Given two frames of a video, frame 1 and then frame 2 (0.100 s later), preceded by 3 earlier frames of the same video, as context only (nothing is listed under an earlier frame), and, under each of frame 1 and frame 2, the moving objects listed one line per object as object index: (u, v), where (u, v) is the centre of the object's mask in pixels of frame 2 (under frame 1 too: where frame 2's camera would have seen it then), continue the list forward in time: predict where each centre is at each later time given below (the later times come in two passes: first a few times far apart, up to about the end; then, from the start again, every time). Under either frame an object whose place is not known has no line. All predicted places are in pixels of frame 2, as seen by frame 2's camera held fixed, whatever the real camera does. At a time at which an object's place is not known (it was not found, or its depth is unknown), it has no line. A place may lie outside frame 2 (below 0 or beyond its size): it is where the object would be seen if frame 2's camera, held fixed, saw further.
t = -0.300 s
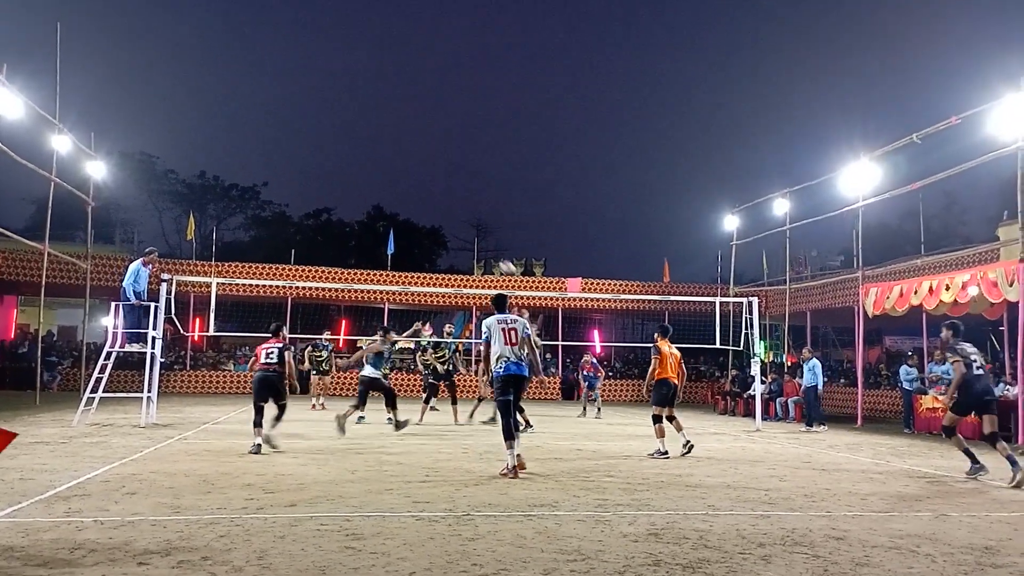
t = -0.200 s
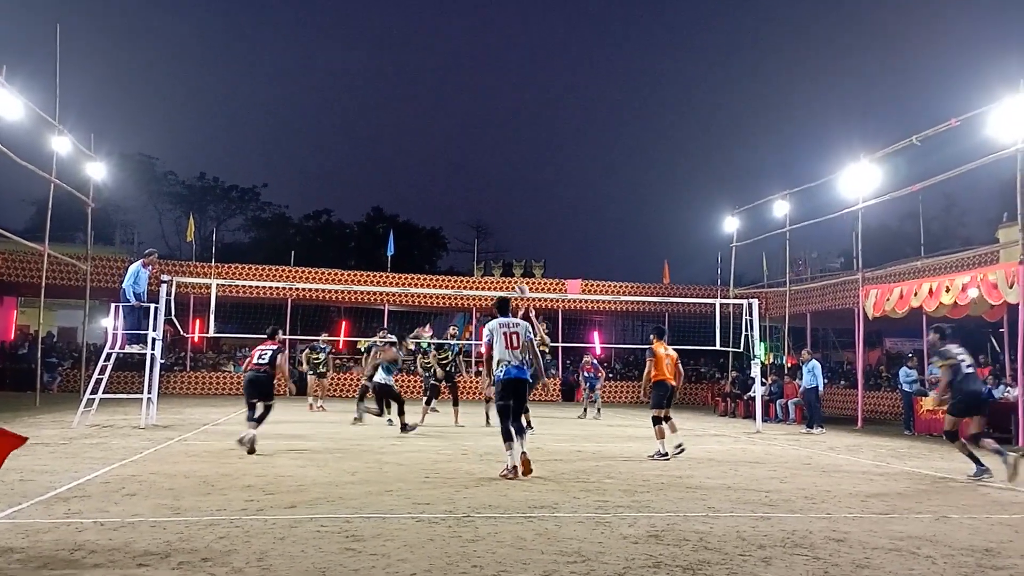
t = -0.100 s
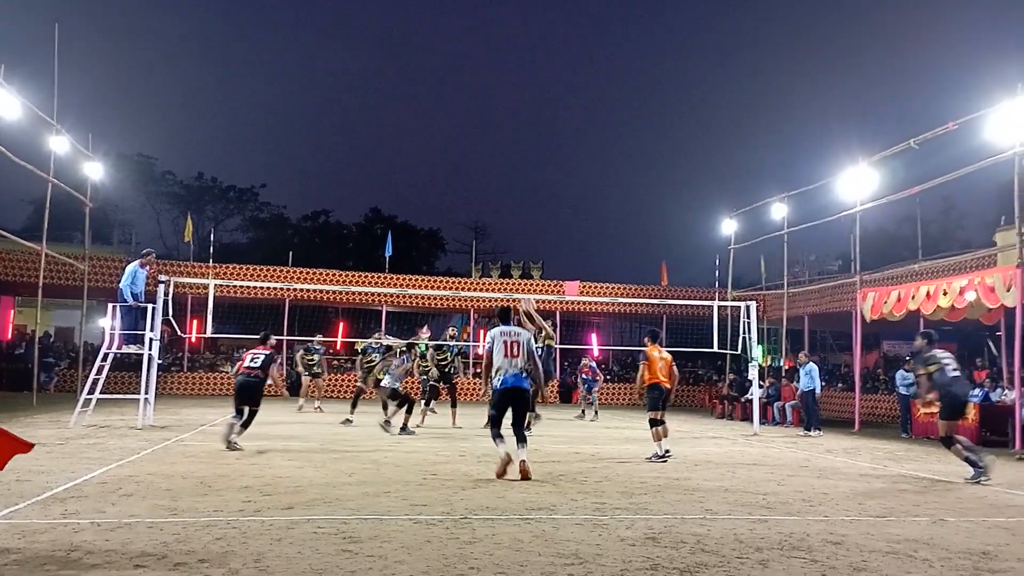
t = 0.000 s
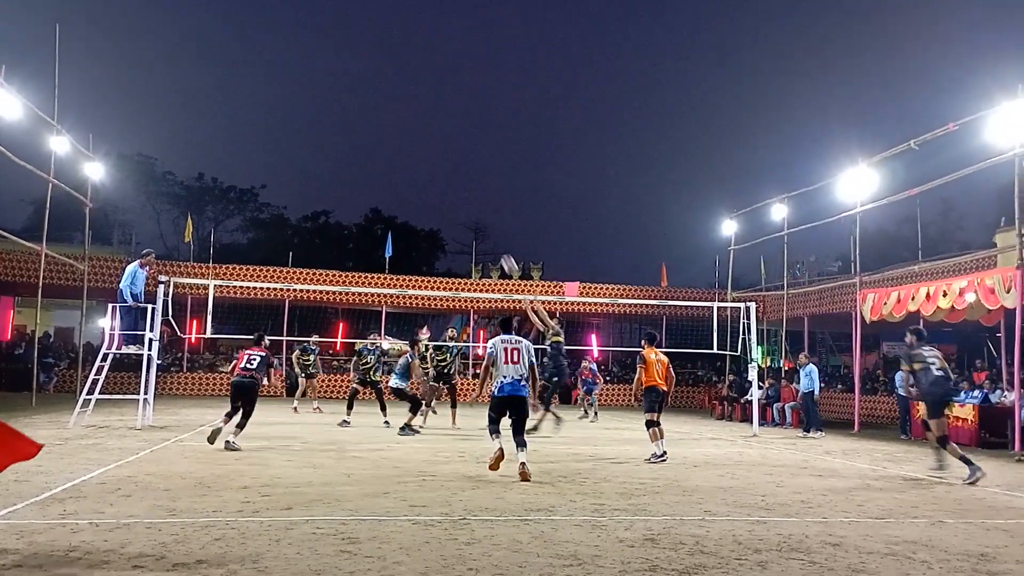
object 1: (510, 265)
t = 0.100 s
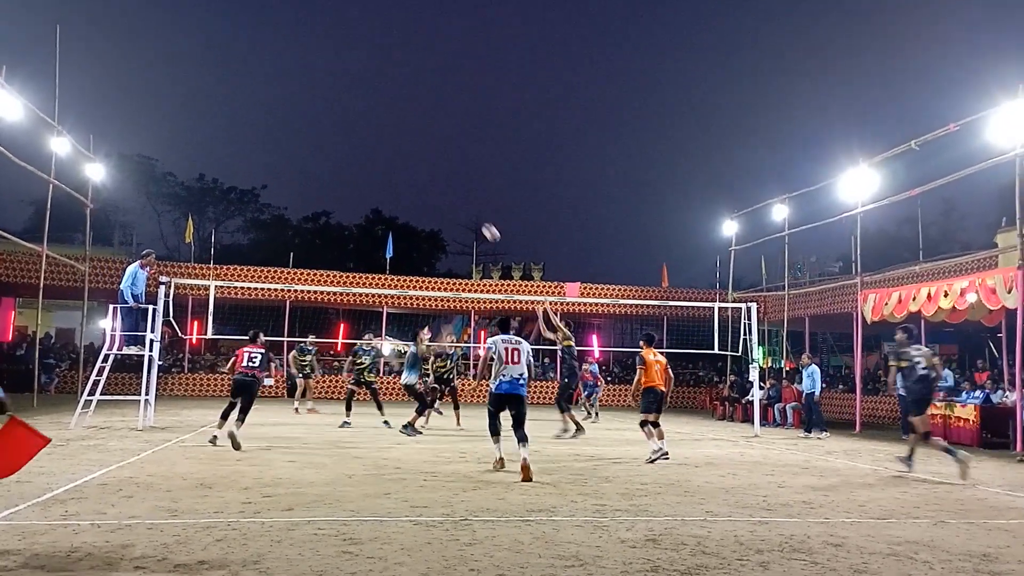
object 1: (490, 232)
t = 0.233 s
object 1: (464, 198)
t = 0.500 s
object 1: (412, 162)
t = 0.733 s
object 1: (366, 167)
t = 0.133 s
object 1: (483, 223)
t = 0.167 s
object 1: (477, 214)
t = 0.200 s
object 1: (471, 205)
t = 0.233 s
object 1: (464, 198)
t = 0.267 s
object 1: (458, 191)
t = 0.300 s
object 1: (451, 185)
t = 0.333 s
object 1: (444, 179)
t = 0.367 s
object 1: (438, 175)
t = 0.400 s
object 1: (432, 171)
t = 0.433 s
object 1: (426, 167)
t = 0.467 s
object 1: (419, 164)
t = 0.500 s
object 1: (412, 162)
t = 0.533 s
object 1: (406, 161)
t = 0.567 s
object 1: (400, 160)
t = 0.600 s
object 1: (393, 160)
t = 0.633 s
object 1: (386, 160)
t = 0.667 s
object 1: (380, 162)
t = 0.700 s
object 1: (372, 164)
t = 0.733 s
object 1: (366, 167)
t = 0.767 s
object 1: (360, 169)
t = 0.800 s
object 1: (353, 173)
